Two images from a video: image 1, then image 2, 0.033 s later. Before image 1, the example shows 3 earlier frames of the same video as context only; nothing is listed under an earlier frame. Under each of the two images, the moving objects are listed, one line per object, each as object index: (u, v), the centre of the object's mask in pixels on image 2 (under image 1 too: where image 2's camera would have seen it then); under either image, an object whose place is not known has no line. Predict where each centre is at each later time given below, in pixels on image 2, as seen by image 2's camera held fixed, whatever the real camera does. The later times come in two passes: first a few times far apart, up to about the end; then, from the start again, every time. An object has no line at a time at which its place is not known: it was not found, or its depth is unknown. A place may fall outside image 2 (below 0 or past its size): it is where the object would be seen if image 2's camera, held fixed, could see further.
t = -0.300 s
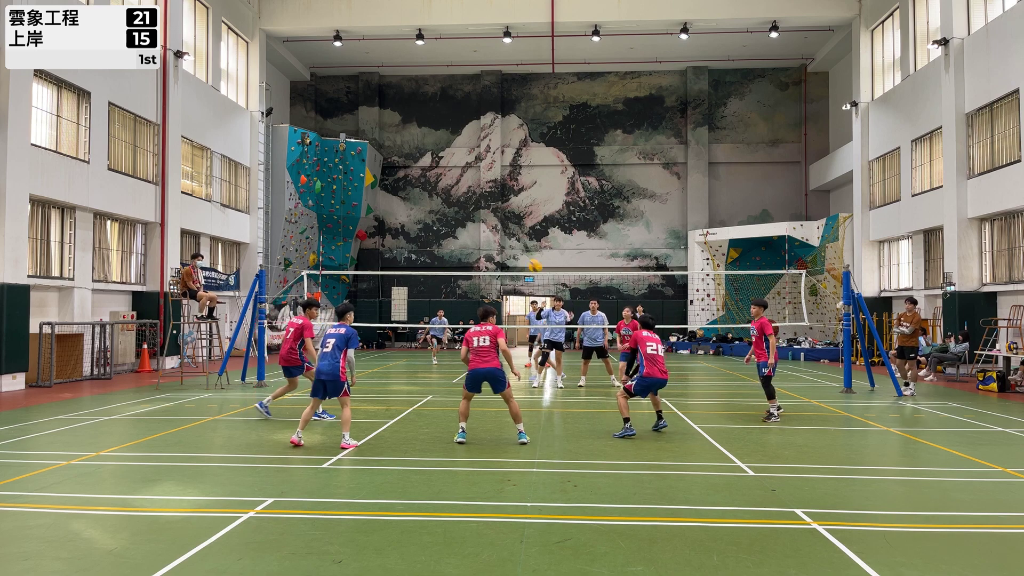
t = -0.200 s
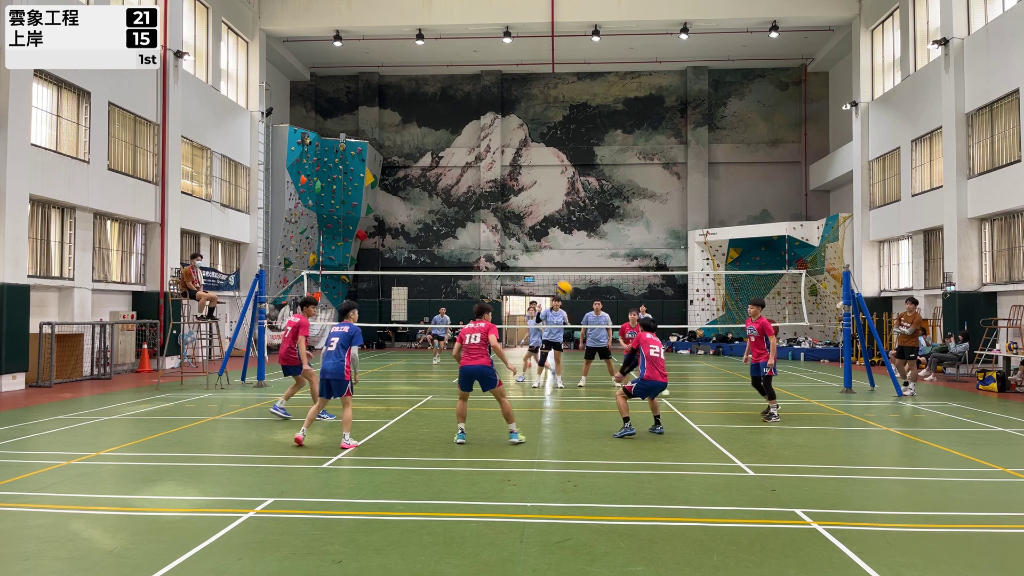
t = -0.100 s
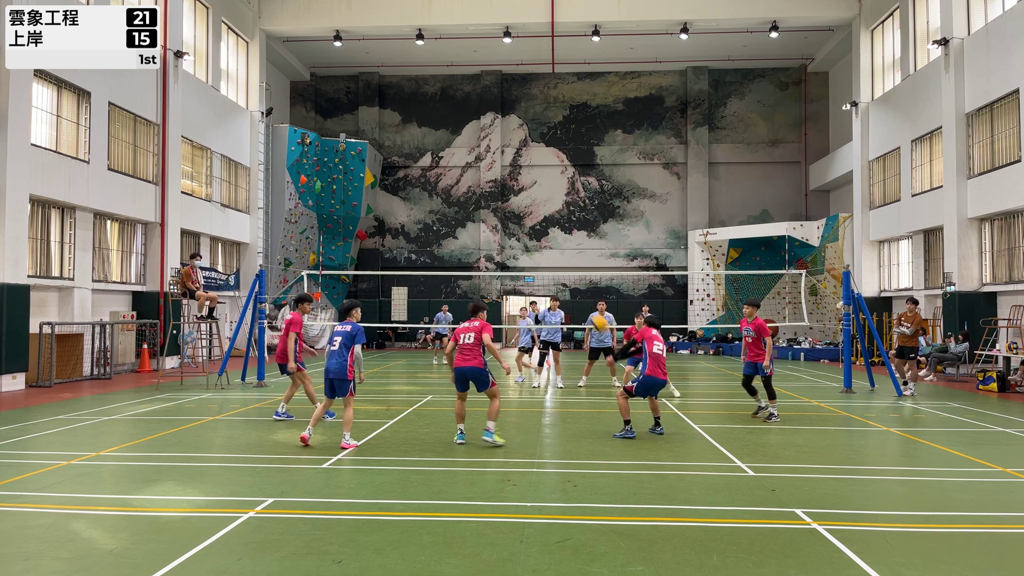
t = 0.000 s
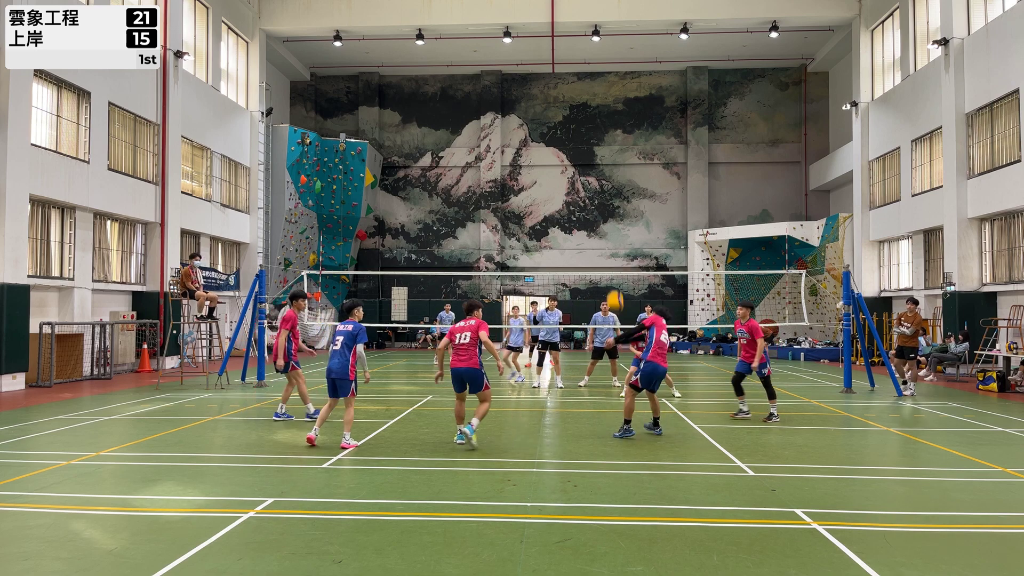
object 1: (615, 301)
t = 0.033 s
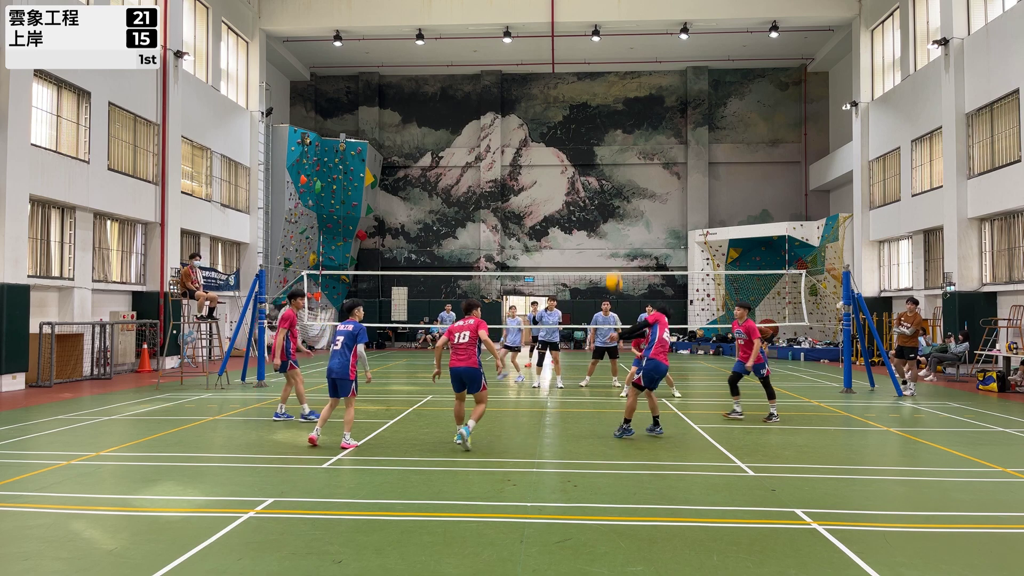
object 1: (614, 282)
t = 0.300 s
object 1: (613, 162)
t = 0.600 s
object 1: (612, 103)
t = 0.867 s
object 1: (613, 104)
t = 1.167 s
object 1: (614, 155)
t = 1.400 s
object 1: (614, 228)
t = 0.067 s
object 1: (613, 261)
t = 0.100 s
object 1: (613, 244)
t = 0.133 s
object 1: (613, 227)
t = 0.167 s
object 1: (613, 212)
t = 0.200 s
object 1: (613, 199)
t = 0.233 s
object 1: (613, 186)
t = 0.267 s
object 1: (612, 173)
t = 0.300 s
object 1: (613, 162)
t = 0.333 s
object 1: (612, 152)
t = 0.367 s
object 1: (612, 142)
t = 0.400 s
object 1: (612, 134)
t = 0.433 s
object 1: (612, 127)
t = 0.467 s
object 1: (612, 120)
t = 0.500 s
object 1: (612, 115)
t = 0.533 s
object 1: (612, 110)
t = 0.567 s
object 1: (612, 106)
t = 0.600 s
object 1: (612, 103)
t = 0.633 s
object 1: (612, 100)
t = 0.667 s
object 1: (612, 99)
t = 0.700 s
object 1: (613, 98)
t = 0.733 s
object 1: (613, 97)
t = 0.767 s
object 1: (613, 98)
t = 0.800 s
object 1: (613, 99)
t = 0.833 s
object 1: (613, 101)
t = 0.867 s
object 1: (613, 104)
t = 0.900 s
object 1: (613, 107)
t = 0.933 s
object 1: (613, 111)
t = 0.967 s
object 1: (614, 116)
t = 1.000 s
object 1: (614, 121)
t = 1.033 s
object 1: (614, 127)
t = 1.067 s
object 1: (614, 133)
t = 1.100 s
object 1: (614, 140)
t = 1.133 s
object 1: (614, 147)
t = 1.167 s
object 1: (614, 155)
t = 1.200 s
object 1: (614, 164)
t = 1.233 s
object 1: (614, 174)
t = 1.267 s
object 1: (614, 184)
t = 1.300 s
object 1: (614, 194)
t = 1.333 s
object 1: (614, 205)
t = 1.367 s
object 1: (614, 216)
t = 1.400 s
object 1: (614, 228)
